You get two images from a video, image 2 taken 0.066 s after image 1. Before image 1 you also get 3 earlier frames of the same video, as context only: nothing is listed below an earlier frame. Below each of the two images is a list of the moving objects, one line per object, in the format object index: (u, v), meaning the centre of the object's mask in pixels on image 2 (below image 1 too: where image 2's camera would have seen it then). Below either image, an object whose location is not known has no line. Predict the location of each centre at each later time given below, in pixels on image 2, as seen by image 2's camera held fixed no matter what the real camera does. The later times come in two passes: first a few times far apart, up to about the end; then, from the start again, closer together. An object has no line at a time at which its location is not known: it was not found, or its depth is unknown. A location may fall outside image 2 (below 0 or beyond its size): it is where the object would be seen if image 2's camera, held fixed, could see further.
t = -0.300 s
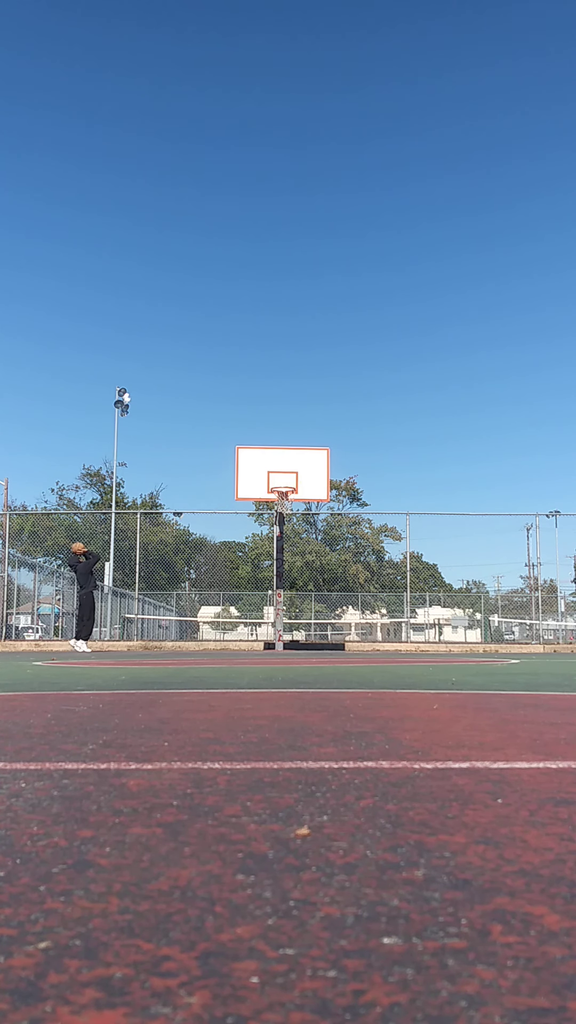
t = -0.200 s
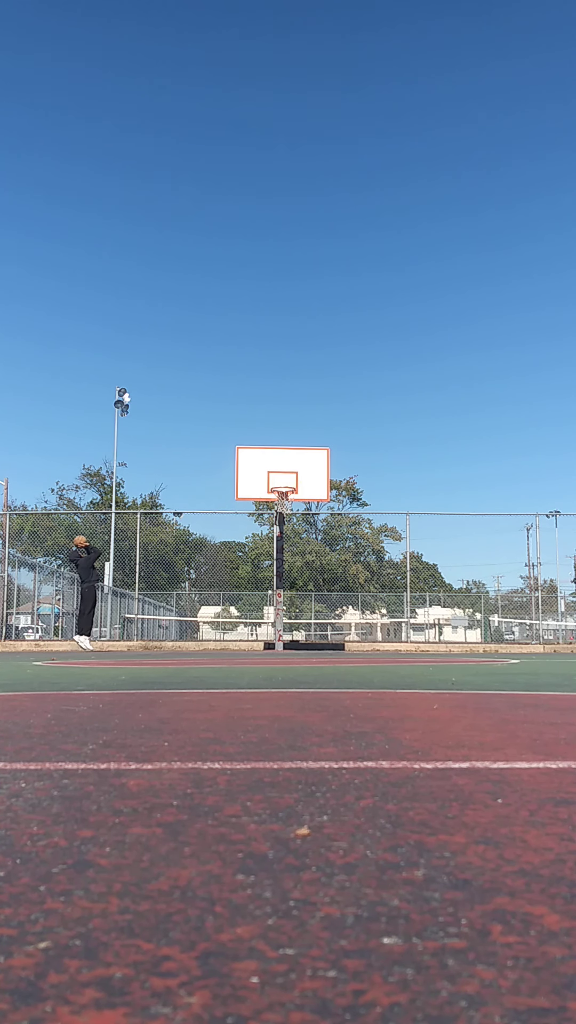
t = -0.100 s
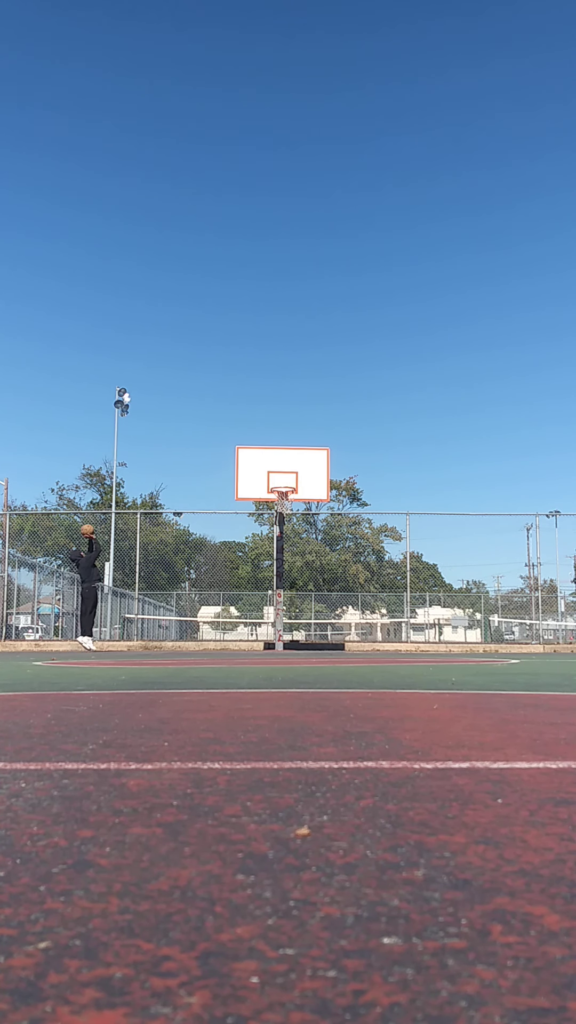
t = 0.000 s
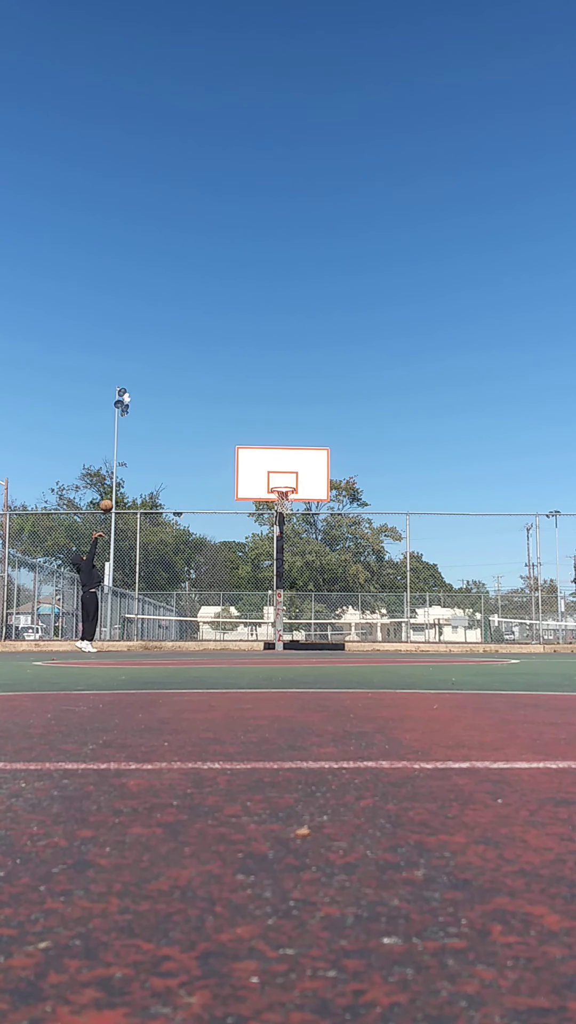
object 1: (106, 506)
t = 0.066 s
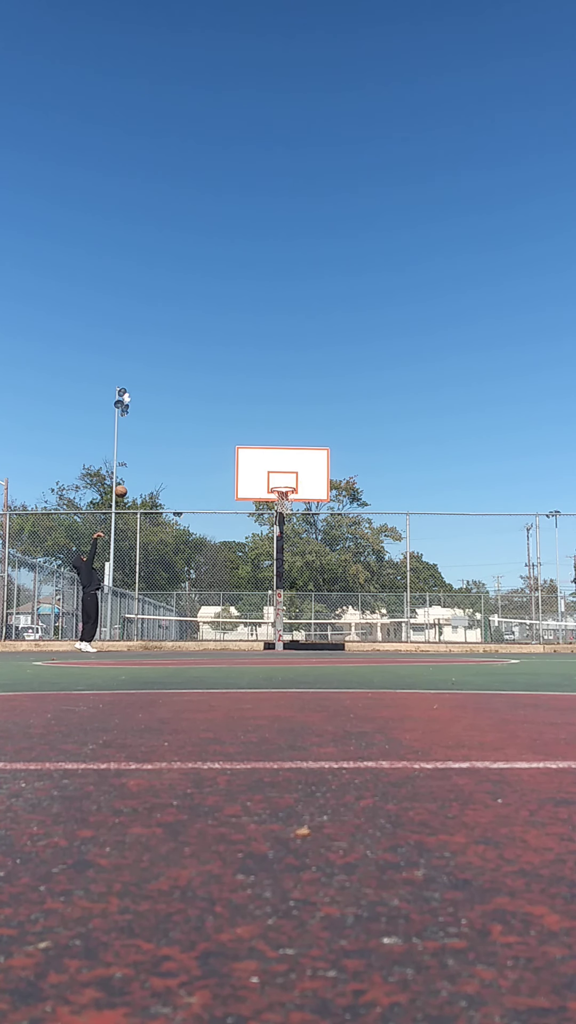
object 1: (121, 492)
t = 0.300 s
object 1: (168, 459)
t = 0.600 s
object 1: (228, 457)
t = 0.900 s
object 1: (271, 469)
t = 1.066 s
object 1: (274, 448)
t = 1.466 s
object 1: (281, 454)
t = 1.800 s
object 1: (287, 521)
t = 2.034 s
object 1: (292, 605)
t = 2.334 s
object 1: (300, 579)
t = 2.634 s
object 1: (309, 525)
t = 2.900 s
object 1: (319, 517)
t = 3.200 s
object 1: (329, 556)
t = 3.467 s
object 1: (339, 634)
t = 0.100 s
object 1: (128, 485)
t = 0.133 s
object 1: (134, 479)
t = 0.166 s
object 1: (141, 474)
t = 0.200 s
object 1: (148, 469)
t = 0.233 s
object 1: (155, 465)
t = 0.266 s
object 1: (162, 462)
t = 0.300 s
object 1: (168, 459)
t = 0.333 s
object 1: (175, 456)
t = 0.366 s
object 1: (182, 454)
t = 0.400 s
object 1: (188, 453)
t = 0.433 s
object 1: (195, 453)
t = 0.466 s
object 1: (202, 452)
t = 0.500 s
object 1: (208, 452)
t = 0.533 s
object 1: (214, 454)
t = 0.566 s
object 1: (221, 455)
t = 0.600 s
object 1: (228, 457)
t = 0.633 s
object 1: (234, 459)
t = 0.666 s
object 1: (240, 462)
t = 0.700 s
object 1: (247, 466)
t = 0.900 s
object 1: (271, 469)
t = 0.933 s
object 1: (272, 464)
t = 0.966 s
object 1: (273, 459)
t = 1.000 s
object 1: (273, 454)
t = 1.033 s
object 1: (274, 451)
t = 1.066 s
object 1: (274, 448)
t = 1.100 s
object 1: (275, 445)
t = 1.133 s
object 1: (276, 443)
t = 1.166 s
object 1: (276, 442)
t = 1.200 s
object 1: (277, 441)
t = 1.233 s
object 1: (277, 440)
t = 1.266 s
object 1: (278, 441)
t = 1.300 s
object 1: (278, 441)
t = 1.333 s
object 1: (279, 443)
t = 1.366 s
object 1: (280, 444)
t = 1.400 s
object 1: (280, 447)
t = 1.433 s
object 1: (281, 450)
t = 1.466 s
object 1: (281, 454)
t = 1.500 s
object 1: (282, 458)
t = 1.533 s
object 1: (282, 463)
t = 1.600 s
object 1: (284, 474)
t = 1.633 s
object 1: (284, 480)
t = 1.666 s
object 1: (285, 487)
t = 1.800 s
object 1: (287, 521)
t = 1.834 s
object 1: (287, 531)
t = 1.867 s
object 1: (288, 542)
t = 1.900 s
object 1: (288, 553)
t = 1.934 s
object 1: (289, 565)
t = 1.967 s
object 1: (290, 577)
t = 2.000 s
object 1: (291, 591)
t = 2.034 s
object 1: (292, 605)
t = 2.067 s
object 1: (292, 619)
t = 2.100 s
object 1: (293, 635)
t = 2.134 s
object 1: (293, 643)
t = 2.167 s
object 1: (295, 631)
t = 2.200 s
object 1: (296, 620)
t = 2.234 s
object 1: (297, 608)
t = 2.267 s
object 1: (298, 598)
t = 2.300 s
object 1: (299, 588)
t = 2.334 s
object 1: (300, 579)
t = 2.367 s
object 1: (301, 570)
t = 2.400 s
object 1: (302, 563)
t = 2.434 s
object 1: (303, 556)
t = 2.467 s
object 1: (304, 549)
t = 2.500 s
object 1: (305, 543)
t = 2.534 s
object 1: (306, 537)
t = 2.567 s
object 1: (307, 532)
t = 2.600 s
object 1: (309, 528)
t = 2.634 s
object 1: (309, 525)
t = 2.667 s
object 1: (311, 522)
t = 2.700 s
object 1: (312, 519)
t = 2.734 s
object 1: (313, 517)
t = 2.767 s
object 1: (314, 516)
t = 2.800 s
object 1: (315, 516)
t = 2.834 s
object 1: (316, 515)
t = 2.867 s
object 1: (317, 516)
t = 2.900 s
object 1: (319, 517)
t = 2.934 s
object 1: (320, 519)
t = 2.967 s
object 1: (321, 521)
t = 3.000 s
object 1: (322, 524)
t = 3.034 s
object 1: (323, 528)
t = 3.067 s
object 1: (325, 532)
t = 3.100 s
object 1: (326, 537)
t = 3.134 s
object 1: (327, 543)
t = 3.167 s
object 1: (328, 549)
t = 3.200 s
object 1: (329, 556)
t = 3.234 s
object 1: (330, 563)
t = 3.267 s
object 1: (332, 571)
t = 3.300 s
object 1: (333, 580)
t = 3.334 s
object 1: (334, 590)
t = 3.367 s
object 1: (335, 600)
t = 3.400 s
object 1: (336, 611)
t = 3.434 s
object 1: (338, 622)
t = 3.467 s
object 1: (339, 634)
